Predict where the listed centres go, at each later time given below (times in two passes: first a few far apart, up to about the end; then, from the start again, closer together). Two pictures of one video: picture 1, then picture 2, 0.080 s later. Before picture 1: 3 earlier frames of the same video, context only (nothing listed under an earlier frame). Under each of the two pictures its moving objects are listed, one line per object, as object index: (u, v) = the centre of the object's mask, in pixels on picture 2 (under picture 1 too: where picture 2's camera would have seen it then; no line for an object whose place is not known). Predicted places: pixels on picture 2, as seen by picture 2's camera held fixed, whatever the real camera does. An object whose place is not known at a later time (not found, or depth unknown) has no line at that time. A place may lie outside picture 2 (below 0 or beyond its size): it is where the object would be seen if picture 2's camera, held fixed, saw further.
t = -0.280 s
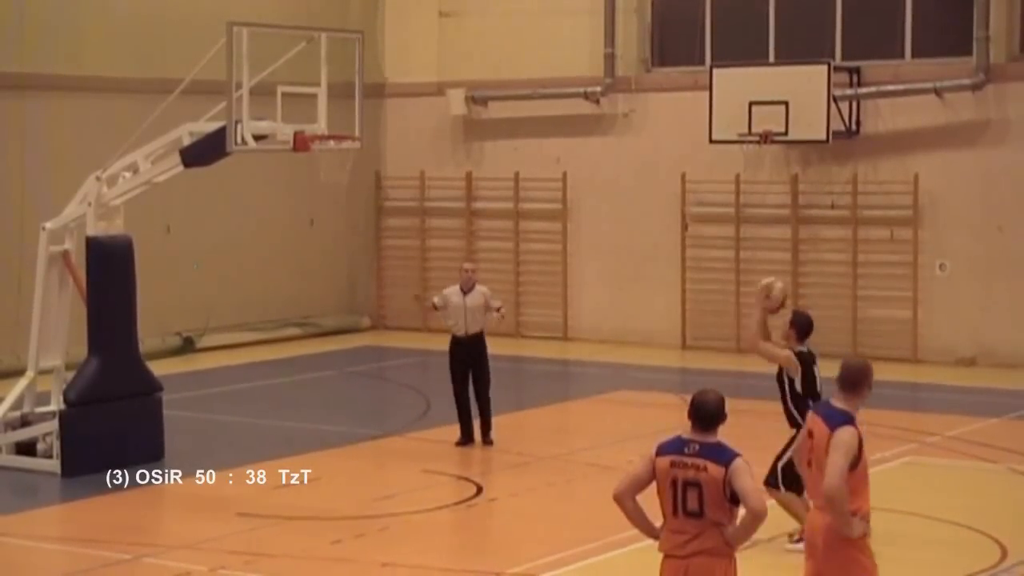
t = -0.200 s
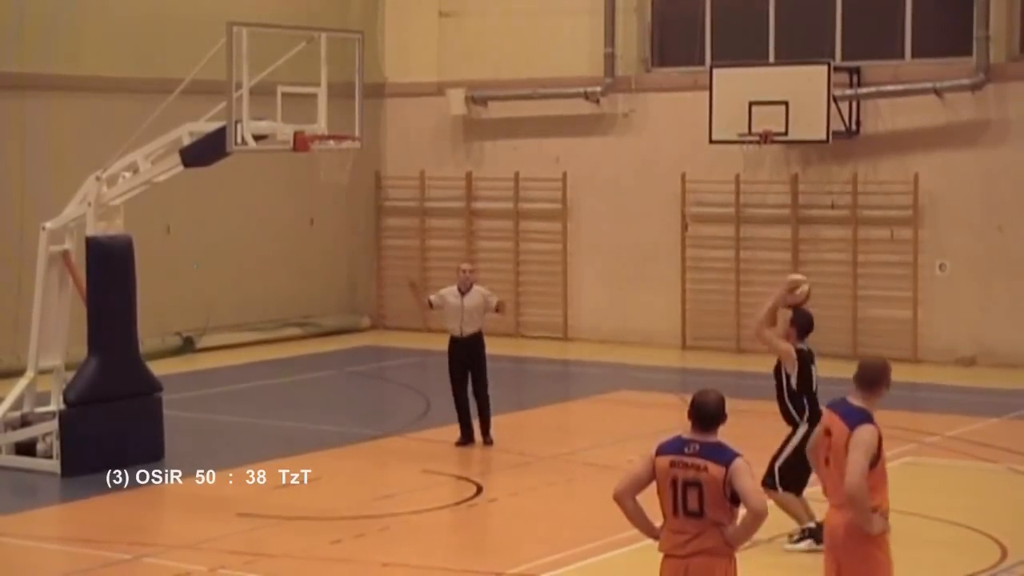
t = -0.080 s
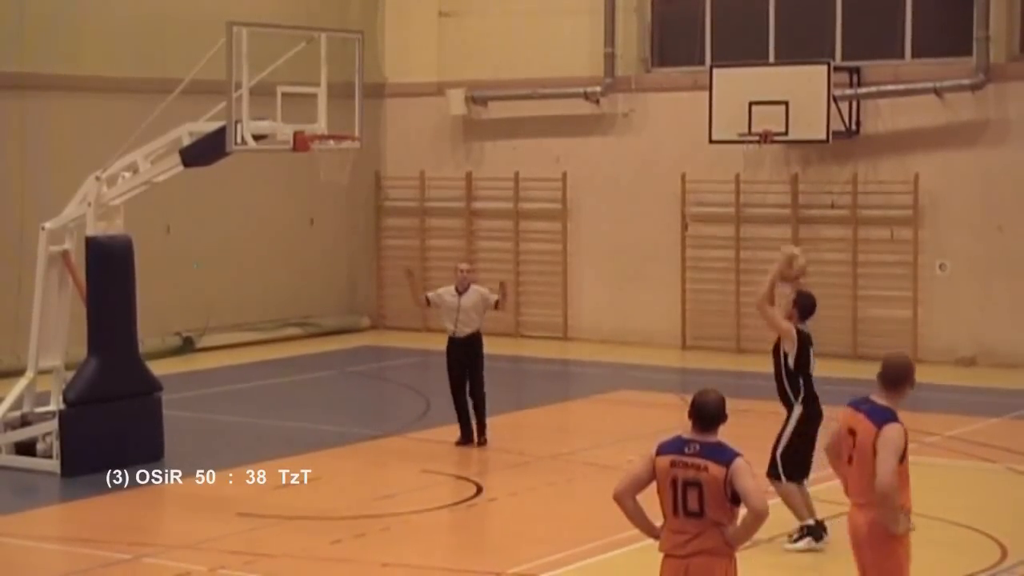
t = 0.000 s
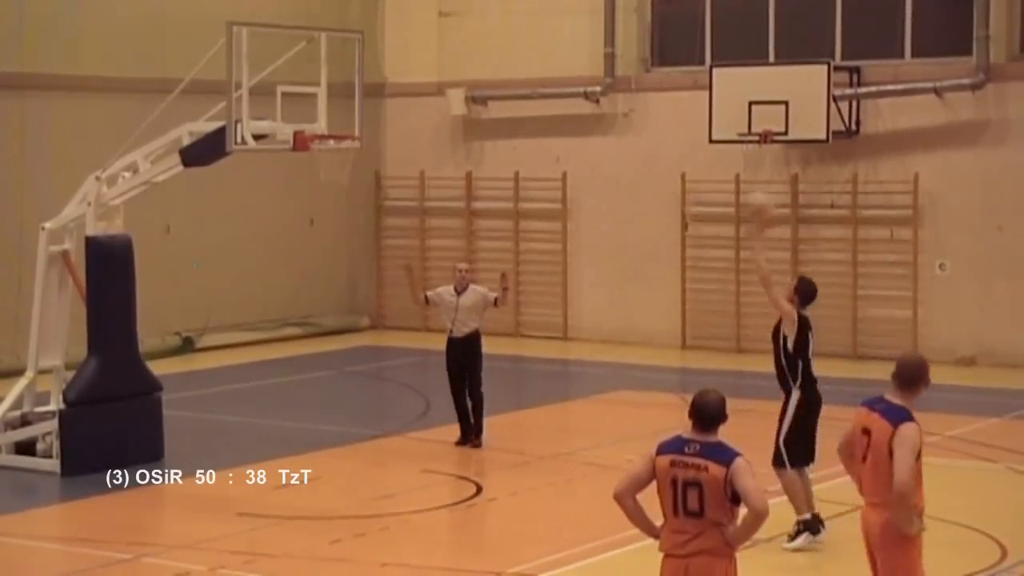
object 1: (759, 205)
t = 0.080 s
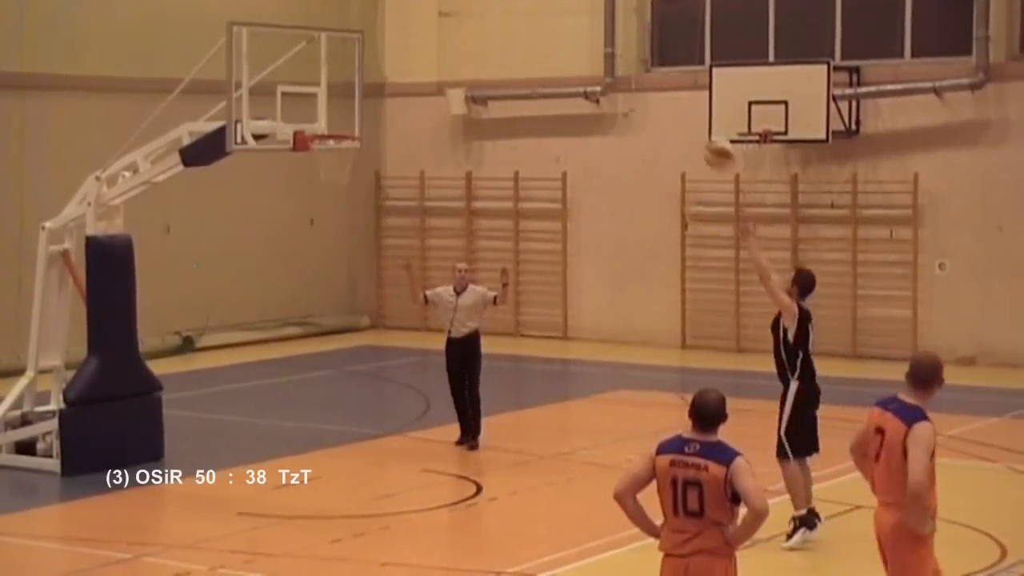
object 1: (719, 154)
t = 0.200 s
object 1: (659, 85)
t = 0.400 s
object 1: (562, 16)
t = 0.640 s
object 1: (457, 8)
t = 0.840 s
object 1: (375, 45)
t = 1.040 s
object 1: (304, 114)
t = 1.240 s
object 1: (319, 74)
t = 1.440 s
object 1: (339, 78)
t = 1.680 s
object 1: (363, 147)
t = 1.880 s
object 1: (384, 253)
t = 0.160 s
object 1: (677, 104)
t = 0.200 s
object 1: (659, 85)
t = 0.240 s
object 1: (637, 65)
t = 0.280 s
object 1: (619, 50)
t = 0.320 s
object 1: (600, 37)
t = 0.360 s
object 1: (581, 26)
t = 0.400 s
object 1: (562, 16)
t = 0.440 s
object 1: (543, 11)
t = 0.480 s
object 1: (526, 8)
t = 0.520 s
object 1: (508, 7)
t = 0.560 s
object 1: (491, 6)
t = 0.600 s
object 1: (474, 7)
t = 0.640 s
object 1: (457, 8)
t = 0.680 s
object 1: (440, 11)
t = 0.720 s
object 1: (423, 18)
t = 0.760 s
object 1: (407, 24)
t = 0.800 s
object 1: (392, 35)
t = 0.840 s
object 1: (375, 45)
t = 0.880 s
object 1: (362, 58)
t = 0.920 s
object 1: (351, 69)
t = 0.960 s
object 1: (331, 90)
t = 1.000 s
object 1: (313, 109)
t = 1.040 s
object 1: (304, 114)
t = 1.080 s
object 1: (305, 105)
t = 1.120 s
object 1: (310, 96)
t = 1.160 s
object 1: (313, 85)
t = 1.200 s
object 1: (316, 79)
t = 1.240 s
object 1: (319, 74)
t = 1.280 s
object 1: (323, 72)
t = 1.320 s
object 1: (327, 70)
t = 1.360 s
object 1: (330, 71)
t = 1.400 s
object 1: (335, 75)
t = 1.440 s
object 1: (339, 78)
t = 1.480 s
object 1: (343, 82)
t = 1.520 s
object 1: (344, 92)
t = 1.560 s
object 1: (350, 104)
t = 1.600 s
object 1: (354, 116)
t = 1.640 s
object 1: (358, 129)
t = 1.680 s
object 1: (363, 147)
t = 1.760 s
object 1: (370, 180)
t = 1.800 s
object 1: (374, 204)
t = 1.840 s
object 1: (380, 229)
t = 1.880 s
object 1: (384, 253)
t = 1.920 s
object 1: (388, 283)
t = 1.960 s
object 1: (391, 312)
